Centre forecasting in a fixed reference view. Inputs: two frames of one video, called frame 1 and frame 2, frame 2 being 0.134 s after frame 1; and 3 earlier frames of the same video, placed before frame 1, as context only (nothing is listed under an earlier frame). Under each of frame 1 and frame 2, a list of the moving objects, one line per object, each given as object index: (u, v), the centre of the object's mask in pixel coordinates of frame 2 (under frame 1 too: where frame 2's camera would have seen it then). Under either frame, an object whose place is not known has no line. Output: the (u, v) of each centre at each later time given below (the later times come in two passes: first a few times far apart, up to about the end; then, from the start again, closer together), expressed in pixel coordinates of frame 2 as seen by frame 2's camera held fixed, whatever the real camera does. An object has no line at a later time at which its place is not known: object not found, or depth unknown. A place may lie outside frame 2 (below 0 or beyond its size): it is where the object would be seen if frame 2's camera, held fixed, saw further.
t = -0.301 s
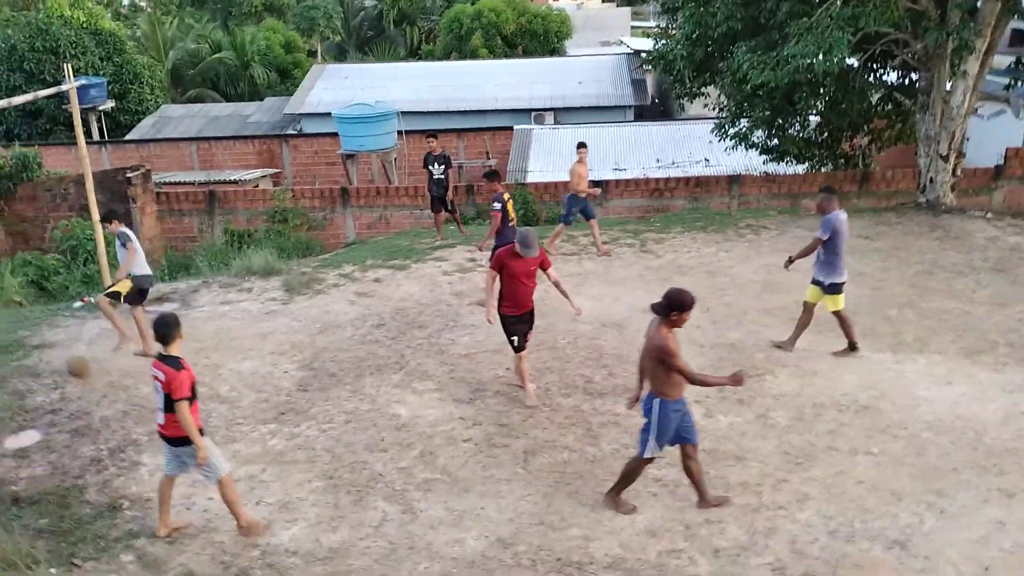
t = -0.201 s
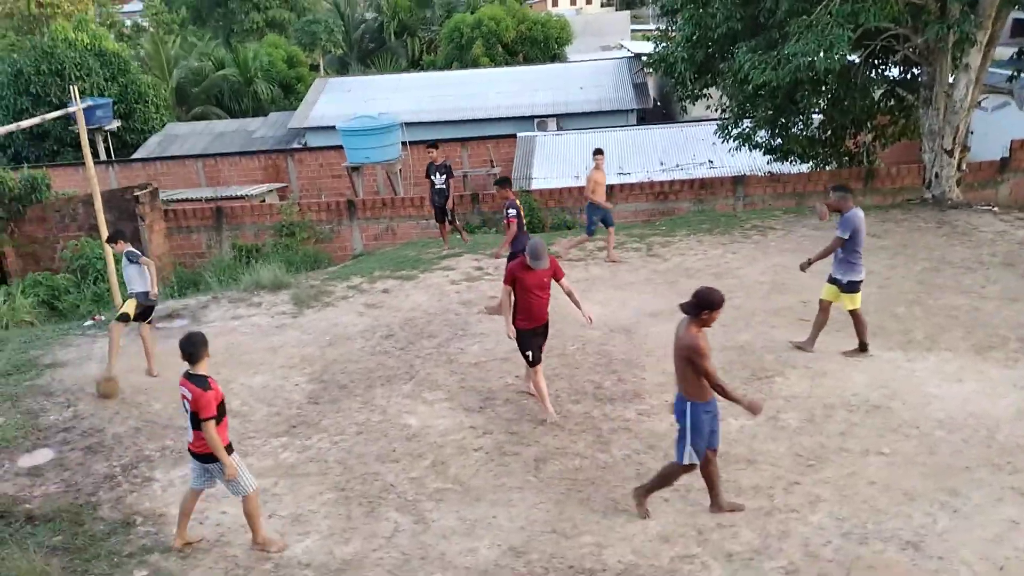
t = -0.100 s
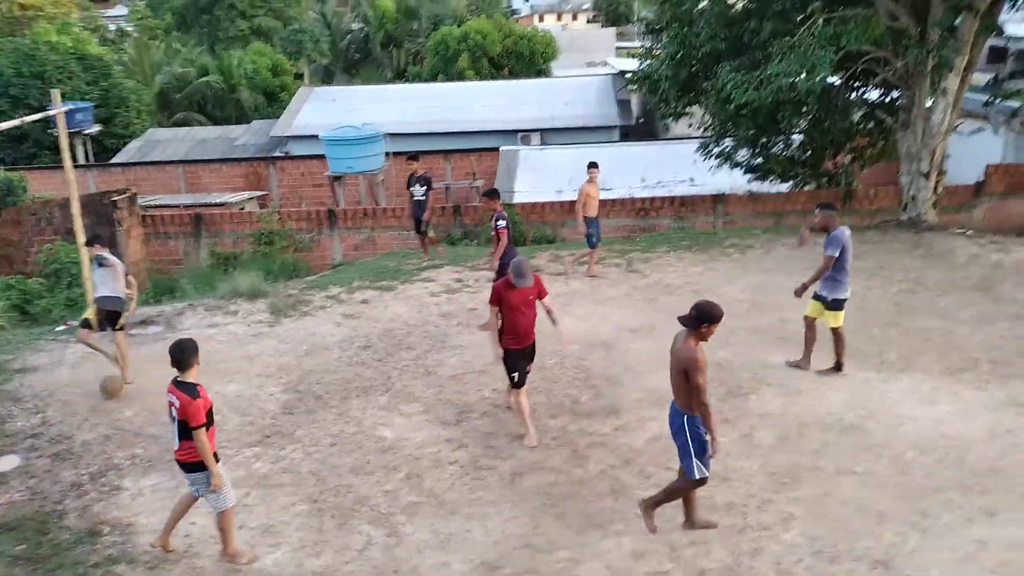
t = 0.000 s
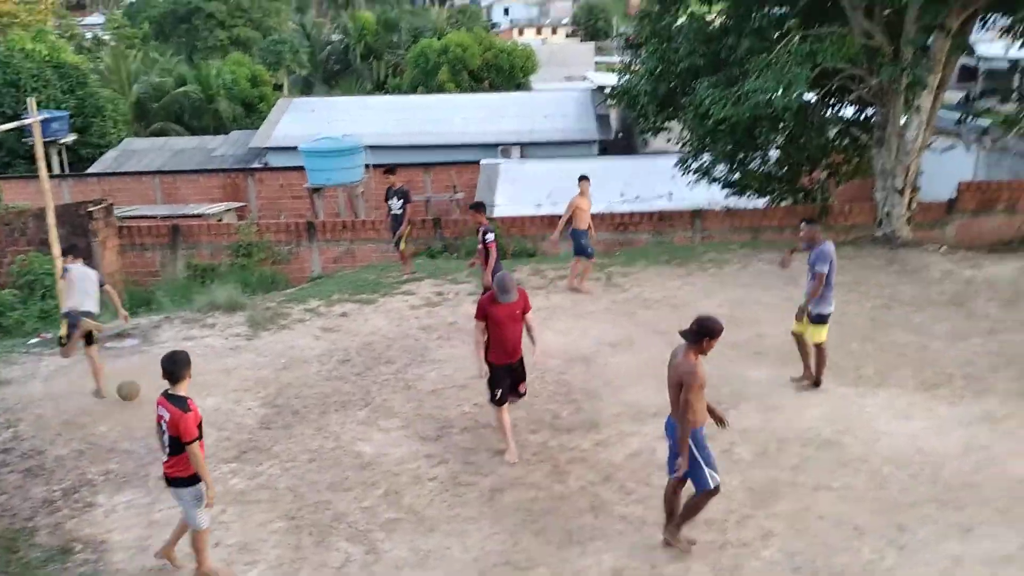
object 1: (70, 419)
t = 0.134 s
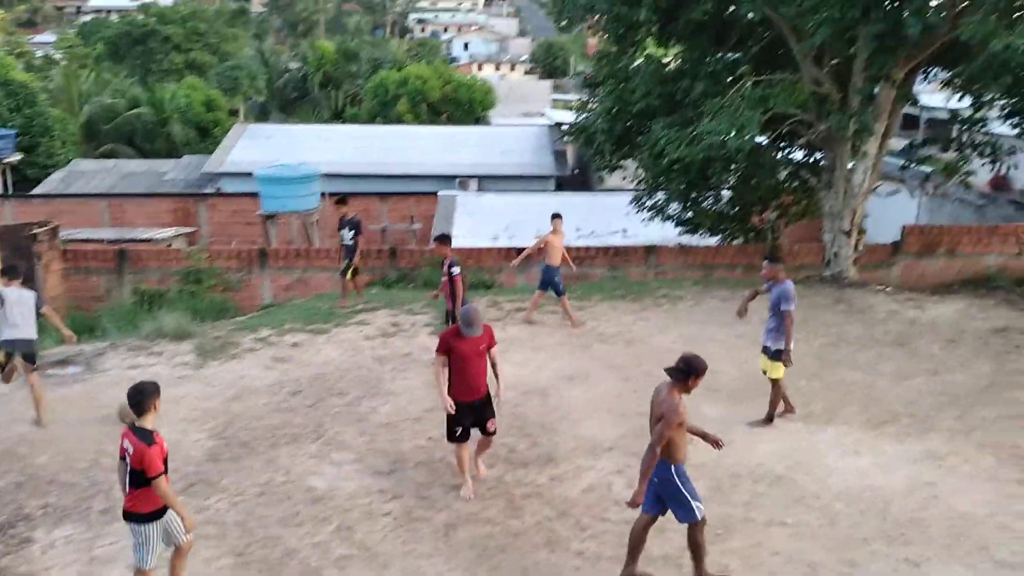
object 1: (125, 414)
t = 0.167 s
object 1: (134, 416)
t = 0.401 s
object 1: (232, 400)
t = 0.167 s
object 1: (134, 416)
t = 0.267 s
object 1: (190, 410)
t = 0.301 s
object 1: (198, 408)
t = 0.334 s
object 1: (208, 408)
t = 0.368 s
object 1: (221, 403)
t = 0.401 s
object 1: (232, 400)
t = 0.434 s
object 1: (244, 398)
